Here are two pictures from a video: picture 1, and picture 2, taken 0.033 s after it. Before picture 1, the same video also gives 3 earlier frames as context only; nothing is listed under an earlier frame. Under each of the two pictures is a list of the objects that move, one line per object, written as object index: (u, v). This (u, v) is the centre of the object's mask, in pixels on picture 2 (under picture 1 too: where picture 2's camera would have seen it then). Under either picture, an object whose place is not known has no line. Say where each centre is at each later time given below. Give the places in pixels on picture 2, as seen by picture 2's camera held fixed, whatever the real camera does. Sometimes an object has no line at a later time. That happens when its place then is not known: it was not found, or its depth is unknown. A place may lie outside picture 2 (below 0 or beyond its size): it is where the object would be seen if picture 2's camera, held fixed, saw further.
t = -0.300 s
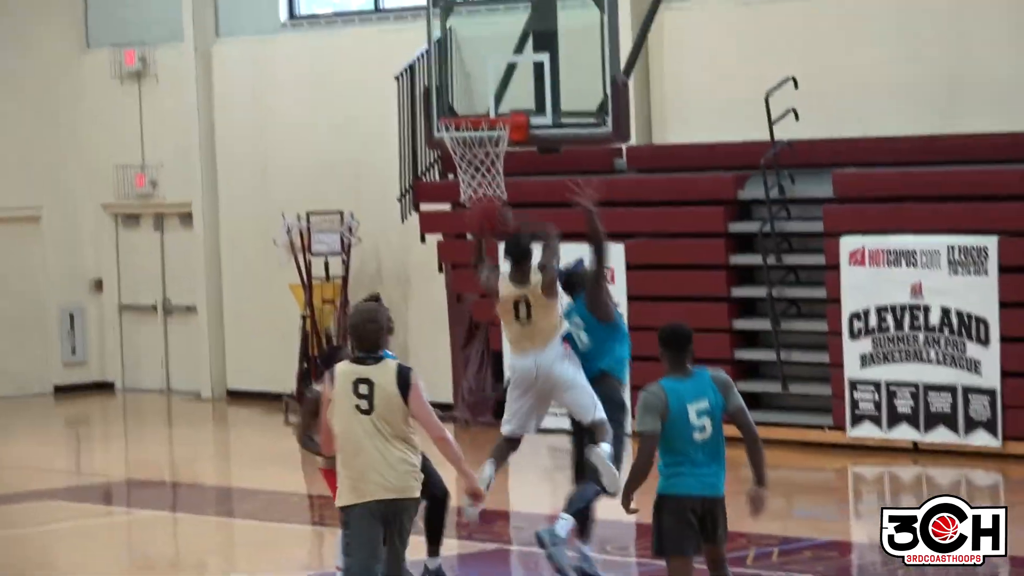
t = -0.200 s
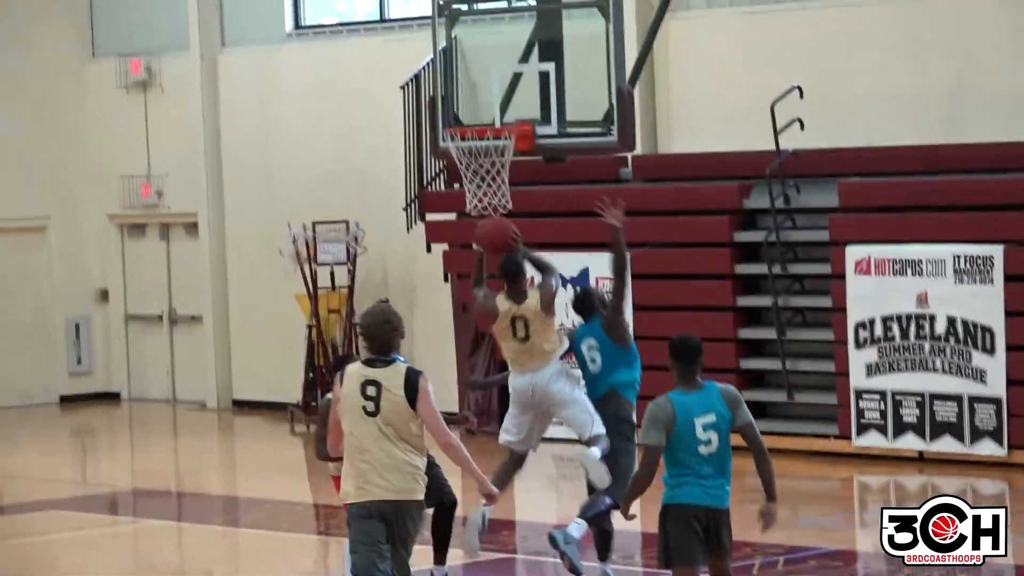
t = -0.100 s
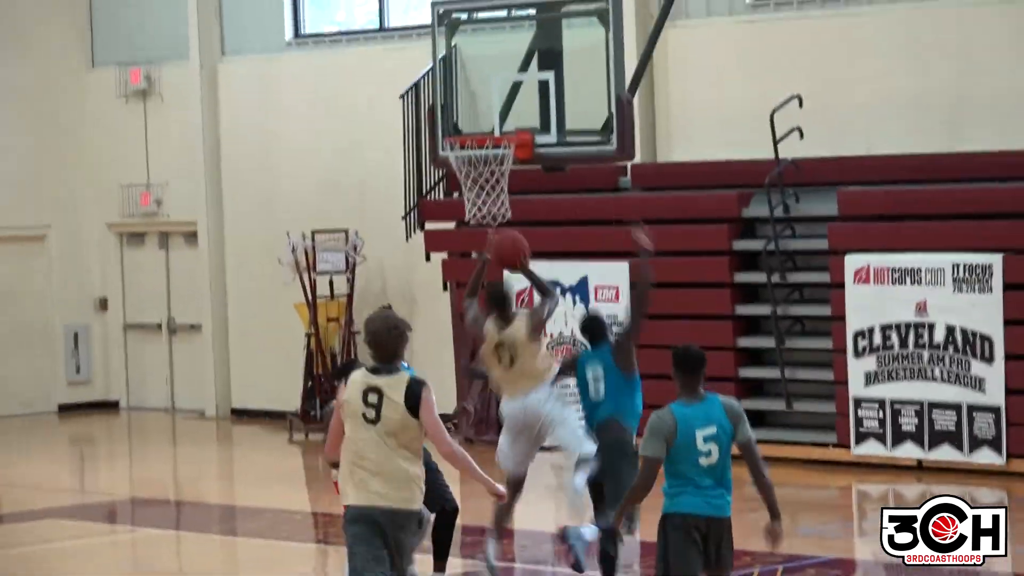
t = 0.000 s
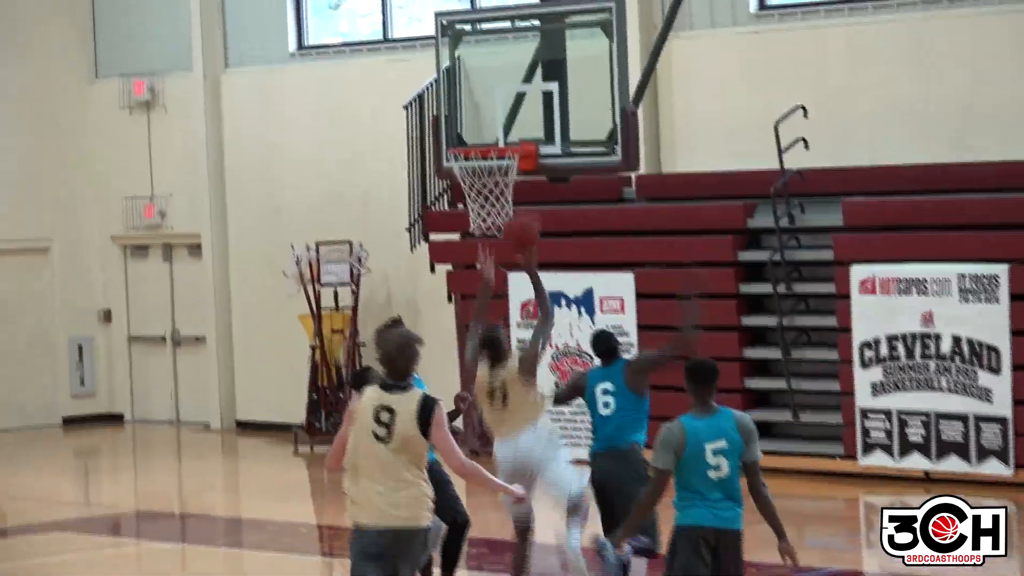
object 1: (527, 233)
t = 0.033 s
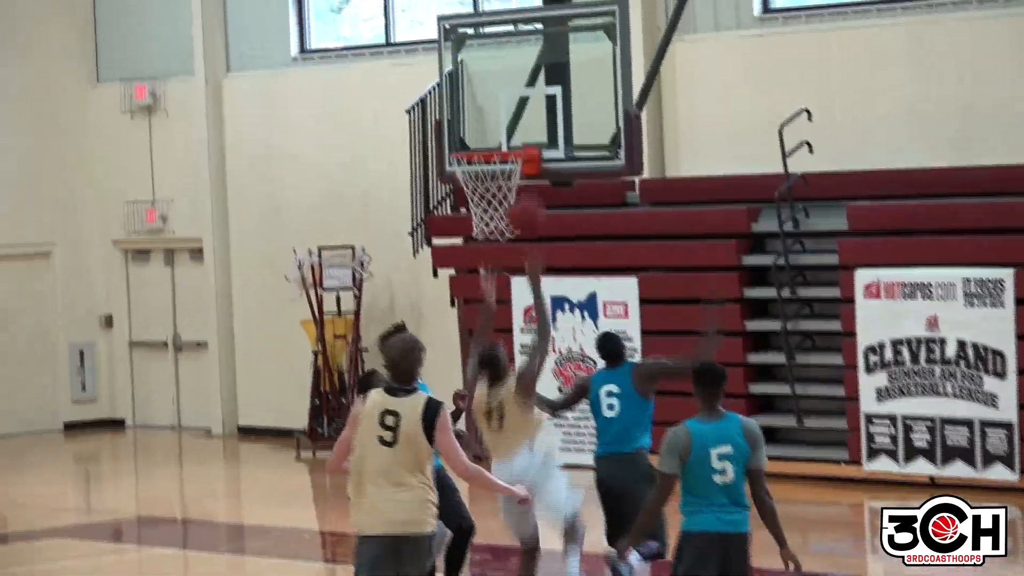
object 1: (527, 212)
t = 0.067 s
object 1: (529, 196)
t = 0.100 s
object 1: (527, 181)
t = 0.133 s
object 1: (529, 165)
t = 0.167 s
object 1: (531, 154)
